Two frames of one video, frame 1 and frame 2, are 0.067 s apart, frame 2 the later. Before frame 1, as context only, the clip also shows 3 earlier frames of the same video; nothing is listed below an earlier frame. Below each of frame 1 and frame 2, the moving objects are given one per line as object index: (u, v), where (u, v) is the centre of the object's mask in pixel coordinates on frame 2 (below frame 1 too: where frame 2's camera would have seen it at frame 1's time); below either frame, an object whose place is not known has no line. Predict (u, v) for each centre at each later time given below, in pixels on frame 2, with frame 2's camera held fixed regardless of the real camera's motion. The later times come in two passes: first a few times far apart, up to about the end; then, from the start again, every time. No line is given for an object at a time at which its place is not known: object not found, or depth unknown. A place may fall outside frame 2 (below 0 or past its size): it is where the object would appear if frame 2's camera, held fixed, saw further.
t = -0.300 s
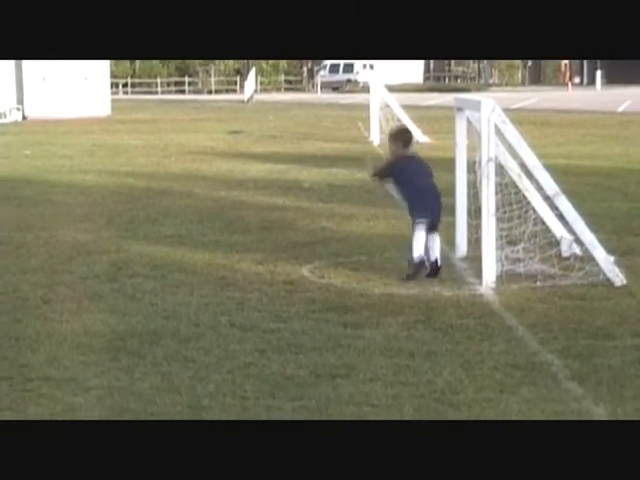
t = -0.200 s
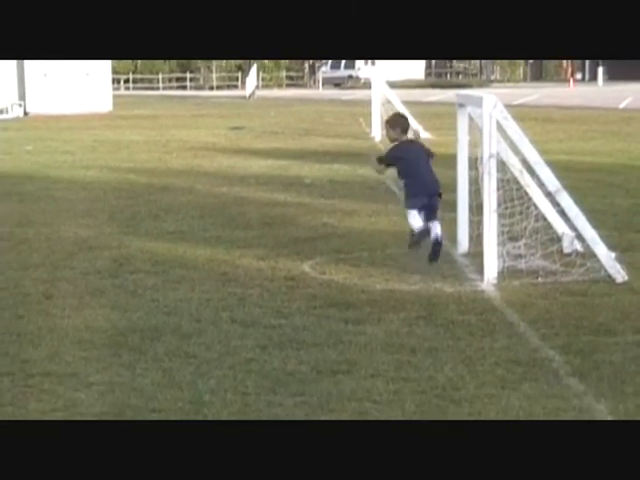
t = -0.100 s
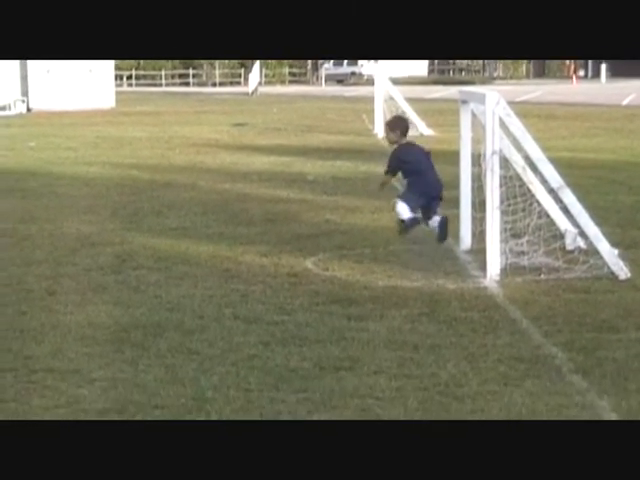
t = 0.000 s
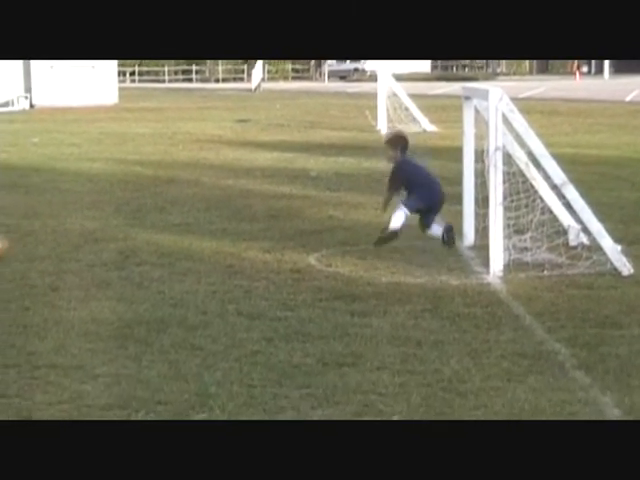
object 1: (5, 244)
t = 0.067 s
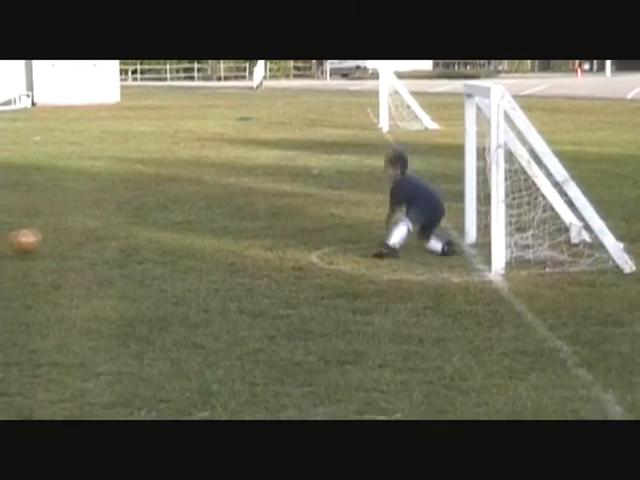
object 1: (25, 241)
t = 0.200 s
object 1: (87, 244)
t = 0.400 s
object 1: (173, 241)
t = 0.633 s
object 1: (269, 242)
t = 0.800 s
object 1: (335, 238)
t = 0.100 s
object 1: (41, 241)
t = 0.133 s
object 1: (57, 241)
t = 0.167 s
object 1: (71, 244)
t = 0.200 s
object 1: (87, 244)
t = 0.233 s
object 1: (102, 241)
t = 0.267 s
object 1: (116, 239)
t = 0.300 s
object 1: (130, 240)
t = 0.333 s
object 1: (144, 241)
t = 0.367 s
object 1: (161, 242)
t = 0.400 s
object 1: (173, 241)
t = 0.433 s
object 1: (188, 241)
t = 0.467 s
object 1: (202, 241)
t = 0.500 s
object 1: (216, 242)
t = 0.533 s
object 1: (229, 243)
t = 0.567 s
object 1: (242, 241)
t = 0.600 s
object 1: (256, 241)
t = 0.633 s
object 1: (269, 242)
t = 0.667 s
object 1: (282, 242)
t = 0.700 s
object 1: (295, 241)
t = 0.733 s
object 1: (308, 240)
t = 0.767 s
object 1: (321, 240)
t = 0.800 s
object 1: (335, 238)
